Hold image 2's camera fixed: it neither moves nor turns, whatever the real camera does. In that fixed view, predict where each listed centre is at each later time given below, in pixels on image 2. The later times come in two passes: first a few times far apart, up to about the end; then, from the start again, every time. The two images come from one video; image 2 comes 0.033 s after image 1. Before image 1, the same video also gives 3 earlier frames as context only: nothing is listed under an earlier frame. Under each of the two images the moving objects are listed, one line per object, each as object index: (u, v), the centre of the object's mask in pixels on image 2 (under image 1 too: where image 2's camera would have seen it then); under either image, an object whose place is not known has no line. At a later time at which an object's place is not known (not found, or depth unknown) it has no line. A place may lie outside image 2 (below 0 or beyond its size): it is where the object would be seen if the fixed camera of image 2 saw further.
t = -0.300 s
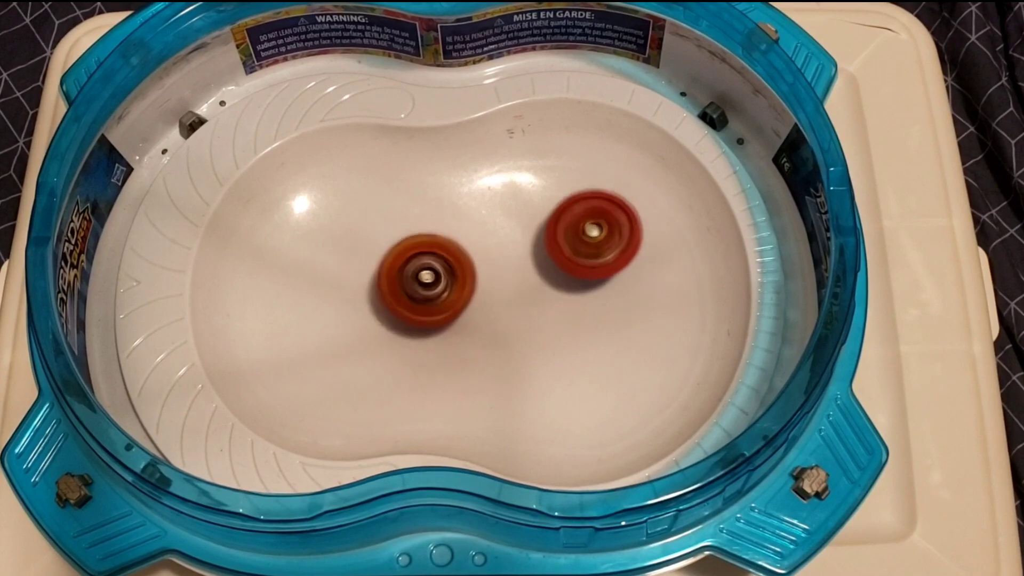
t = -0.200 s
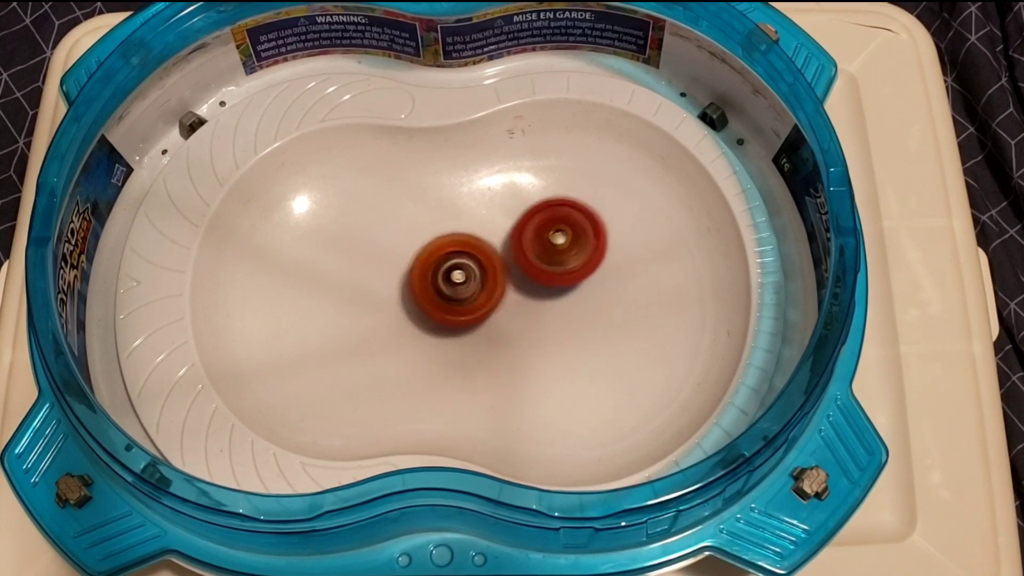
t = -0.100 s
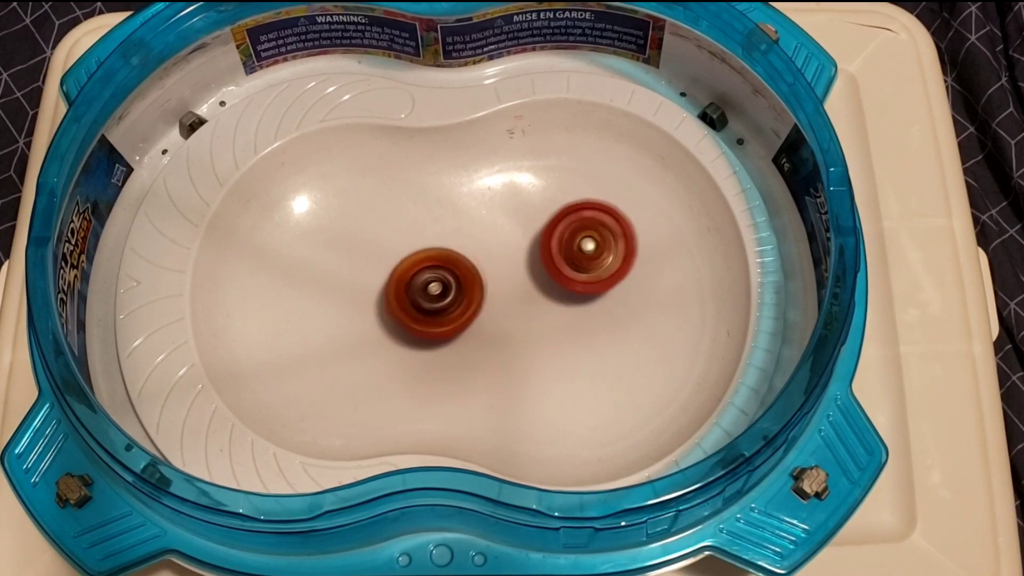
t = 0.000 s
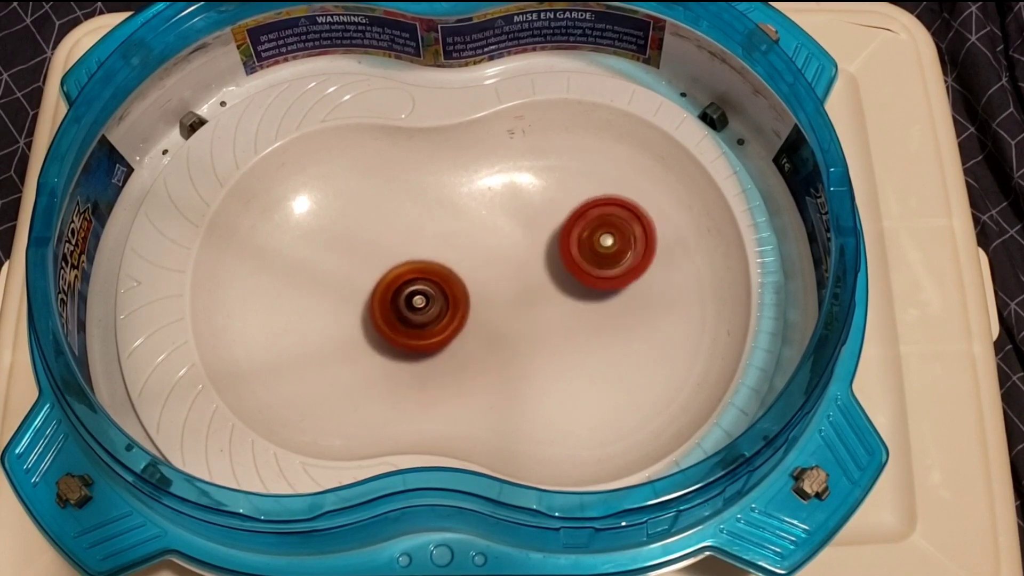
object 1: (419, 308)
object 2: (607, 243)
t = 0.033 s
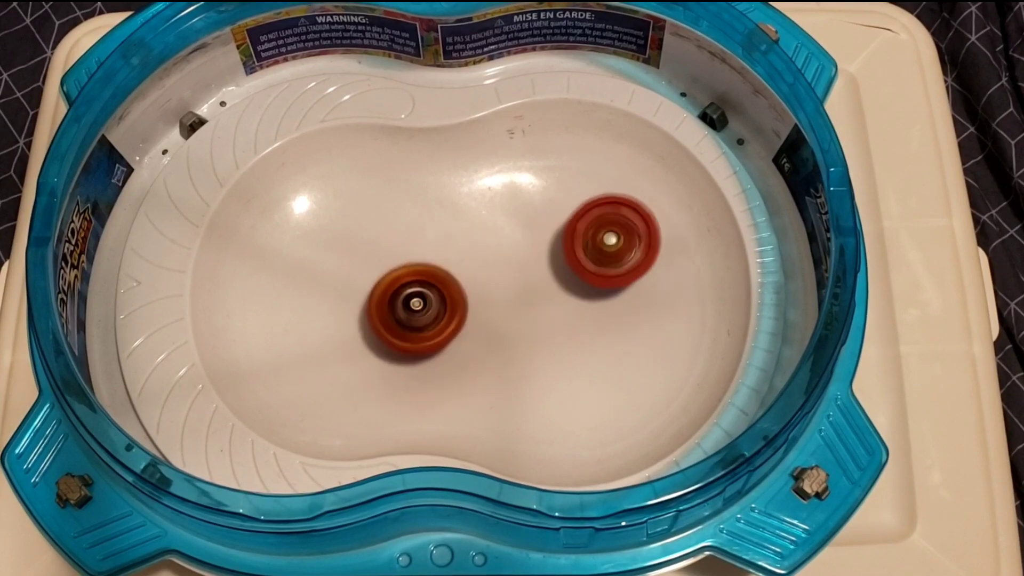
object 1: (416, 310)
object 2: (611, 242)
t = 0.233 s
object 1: (418, 316)
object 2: (609, 253)
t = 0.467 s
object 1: (434, 295)
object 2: (569, 303)
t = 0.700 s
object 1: (440, 268)
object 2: (548, 361)
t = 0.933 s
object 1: (448, 263)
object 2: (562, 356)
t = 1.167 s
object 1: (458, 260)
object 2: (609, 302)
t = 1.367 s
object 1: (407, 247)
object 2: (655, 236)
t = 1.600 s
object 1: (371, 264)
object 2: (581, 219)
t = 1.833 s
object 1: (392, 302)
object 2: (497, 302)
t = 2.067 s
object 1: (360, 314)
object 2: (553, 376)
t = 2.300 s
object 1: (349, 296)
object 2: (620, 343)
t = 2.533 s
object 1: (336, 270)
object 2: (593, 248)
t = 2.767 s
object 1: (338, 266)
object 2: (515, 219)
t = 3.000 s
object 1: (357, 277)
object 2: (463, 251)
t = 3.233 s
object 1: (351, 306)
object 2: (516, 317)
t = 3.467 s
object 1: (383, 321)
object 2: (614, 360)
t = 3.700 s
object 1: (448, 317)
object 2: (643, 303)
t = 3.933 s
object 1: (484, 304)
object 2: (599, 239)
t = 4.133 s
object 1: (460, 300)
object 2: (576, 202)
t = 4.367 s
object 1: (449, 281)
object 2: (542, 240)
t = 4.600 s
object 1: (353, 278)
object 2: (606, 305)
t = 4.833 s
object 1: (291, 272)
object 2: (612, 336)
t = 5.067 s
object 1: (317, 295)
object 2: (556, 327)
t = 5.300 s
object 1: (399, 289)
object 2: (502, 273)
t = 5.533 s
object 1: (436, 297)
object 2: (581, 227)
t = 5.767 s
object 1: (500, 313)
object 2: (629, 237)
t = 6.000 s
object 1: (536, 340)
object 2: (622, 288)
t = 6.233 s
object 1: (473, 347)
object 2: (617, 308)
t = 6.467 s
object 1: (416, 255)
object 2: (545, 294)
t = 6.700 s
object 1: (315, 177)
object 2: (495, 242)
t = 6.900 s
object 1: (287, 258)
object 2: (472, 229)
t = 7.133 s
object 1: (401, 349)
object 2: (475, 284)
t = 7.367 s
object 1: (528, 418)
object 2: (550, 325)
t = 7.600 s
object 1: (651, 372)
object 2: (629, 310)
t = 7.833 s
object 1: (563, 336)
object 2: (630, 186)
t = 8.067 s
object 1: (460, 296)
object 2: (572, 248)
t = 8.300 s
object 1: (415, 222)
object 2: (585, 269)
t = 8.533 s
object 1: (386, 212)
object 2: (555, 266)
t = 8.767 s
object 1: (369, 293)
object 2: (553, 266)
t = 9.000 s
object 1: (360, 355)
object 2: (575, 271)
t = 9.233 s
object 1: (363, 339)
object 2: (571, 271)
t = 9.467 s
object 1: (395, 272)
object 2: (555, 266)
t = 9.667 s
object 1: (445, 251)
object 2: (552, 266)
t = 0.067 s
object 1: (416, 312)
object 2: (614, 241)
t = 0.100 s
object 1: (415, 314)
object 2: (615, 242)
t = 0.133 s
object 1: (415, 316)
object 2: (615, 243)
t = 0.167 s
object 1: (416, 316)
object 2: (614, 245)
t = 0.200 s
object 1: (417, 316)
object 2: (612, 249)
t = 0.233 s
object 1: (418, 316)
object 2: (609, 253)
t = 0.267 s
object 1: (420, 315)
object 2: (605, 258)
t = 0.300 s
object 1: (424, 312)
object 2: (600, 263)
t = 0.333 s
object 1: (426, 311)
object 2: (595, 269)
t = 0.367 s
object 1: (429, 307)
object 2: (588, 277)
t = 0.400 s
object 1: (431, 304)
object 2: (581, 286)
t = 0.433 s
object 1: (433, 300)
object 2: (576, 295)
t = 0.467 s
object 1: (434, 295)
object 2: (569, 303)
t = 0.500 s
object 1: (436, 291)
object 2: (564, 313)
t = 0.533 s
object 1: (437, 286)
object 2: (558, 322)
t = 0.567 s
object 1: (439, 282)
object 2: (554, 331)
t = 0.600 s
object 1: (439, 278)
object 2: (551, 339)
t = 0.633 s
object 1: (440, 274)
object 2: (549, 347)
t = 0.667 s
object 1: (440, 271)
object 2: (548, 355)
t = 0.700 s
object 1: (440, 268)
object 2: (548, 361)
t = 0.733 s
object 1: (440, 266)
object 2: (549, 365)
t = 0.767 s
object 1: (441, 264)
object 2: (550, 368)
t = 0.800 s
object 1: (441, 262)
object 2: (553, 369)
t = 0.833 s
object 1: (442, 261)
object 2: (555, 368)
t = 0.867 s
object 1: (443, 261)
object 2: (557, 365)
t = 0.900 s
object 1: (445, 262)
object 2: (560, 361)
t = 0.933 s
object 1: (448, 263)
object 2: (562, 356)
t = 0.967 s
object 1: (451, 265)
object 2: (565, 348)
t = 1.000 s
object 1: (456, 268)
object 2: (567, 338)
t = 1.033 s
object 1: (462, 270)
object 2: (568, 327)
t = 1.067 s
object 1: (468, 273)
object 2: (567, 316)
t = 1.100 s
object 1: (470, 272)
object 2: (573, 311)
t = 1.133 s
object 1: (463, 265)
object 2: (592, 308)
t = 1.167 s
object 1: (458, 260)
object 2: (609, 302)
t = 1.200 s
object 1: (451, 257)
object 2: (624, 292)
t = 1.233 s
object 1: (442, 254)
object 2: (636, 282)
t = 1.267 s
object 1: (433, 251)
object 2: (645, 270)
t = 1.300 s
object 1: (424, 249)
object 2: (652, 259)
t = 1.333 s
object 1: (415, 247)
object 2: (655, 247)
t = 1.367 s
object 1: (407, 247)
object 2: (655, 236)
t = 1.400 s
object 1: (399, 247)
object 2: (650, 226)
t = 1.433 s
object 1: (392, 249)
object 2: (643, 218)
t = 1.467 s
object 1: (385, 251)
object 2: (635, 213)
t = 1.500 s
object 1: (380, 253)
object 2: (623, 210)
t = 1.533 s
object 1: (376, 256)
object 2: (610, 210)
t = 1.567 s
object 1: (373, 259)
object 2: (596, 214)
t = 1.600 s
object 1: (371, 264)
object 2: (581, 219)
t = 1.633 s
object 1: (370, 268)
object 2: (567, 227)
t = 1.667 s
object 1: (370, 273)
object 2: (552, 239)
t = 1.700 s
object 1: (372, 279)
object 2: (538, 251)
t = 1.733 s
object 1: (375, 285)
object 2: (525, 265)
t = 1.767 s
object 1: (380, 290)
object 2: (515, 278)
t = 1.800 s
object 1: (385, 296)
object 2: (506, 290)
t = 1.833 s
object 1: (392, 302)
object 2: (497, 302)
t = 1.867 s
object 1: (388, 305)
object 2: (499, 317)
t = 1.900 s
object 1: (380, 309)
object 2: (507, 330)
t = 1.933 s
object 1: (374, 312)
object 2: (514, 339)
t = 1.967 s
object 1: (369, 314)
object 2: (522, 349)
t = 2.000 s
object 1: (365, 315)
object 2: (533, 360)
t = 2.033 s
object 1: (362, 315)
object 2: (543, 370)
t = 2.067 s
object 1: (360, 314)
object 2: (553, 376)
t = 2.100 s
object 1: (358, 313)
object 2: (564, 380)
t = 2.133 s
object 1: (357, 312)
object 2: (576, 380)
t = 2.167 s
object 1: (356, 310)
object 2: (588, 378)
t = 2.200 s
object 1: (354, 307)
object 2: (598, 372)
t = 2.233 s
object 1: (352, 303)
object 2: (607, 364)
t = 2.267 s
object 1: (351, 300)
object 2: (614, 355)
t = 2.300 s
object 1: (349, 296)
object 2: (620, 343)
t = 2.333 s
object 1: (347, 292)
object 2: (621, 329)
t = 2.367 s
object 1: (345, 288)
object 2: (621, 316)
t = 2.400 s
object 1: (343, 283)
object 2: (620, 302)
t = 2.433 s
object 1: (341, 280)
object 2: (616, 287)
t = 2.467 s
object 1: (339, 276)
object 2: (609, 273)
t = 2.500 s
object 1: (337, 273)
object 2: (601, 260)
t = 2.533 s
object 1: (336, 270)
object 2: (593, 248)
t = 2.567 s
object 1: (335, 268)
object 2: (582, 237)
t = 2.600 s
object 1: (334, 267)
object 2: (570, 229)
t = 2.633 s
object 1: (334, 267)
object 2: (558, 223)
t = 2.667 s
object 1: (335, 266)
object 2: (548, 218)
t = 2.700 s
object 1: (335, 266)
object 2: (537, 217)
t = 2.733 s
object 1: (336, 266)
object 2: (526, 218)
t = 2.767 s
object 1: (338, 266)
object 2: (515, 219)
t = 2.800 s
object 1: (340, 267)
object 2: (504, 220)
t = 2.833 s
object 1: (343, 268)
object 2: (493, 223)
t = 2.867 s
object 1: (346, 268)
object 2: (483, 227)
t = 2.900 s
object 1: (349, 269)
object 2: (475, 230)
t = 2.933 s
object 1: (354, 271)
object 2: (466, 236)
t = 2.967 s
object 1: (359, 273)
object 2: (460, 242)
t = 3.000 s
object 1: (357, 277)
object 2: (463, 251)
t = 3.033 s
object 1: (353, 281)
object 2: (466, 258)
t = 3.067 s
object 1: (351, 286)
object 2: (471, 266)
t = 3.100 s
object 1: (349, 290)
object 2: (478, 275)
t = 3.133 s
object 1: (348, 295)
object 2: (486, 285)
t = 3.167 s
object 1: (348, 299)
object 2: (494, 295)
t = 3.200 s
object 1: (349, 303)
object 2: (504, 306)
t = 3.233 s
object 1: (351, 306)
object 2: (516, 317)
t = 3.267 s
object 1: (353, 309)
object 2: (527, 327)
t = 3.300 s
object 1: (356, 313)
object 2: (541, 339)
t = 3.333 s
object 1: (360, 315)
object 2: (557, 349)
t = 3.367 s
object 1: (365, 317)
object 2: (572, 355)
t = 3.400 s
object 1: (371, 319)
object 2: (587, 360)
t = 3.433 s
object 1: (377, 320)
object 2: (602, 361)
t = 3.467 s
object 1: (383, 321)
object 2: (614, 360)
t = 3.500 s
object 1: (391, 322)
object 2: (626, 356)
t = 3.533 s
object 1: (400, 323)
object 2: (636, 351)
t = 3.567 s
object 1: (409, 323)
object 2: (643, 342)
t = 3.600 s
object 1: (418, 322)
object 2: (646, 334)
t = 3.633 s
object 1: (428, 321)
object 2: (648, 324)
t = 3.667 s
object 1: (438, 319)
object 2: (647, 314)
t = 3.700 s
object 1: (448, 317)
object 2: (643, 303)
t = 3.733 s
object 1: (458, 314)
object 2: (637, 293)
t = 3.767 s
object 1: (468, 312)
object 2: (627, 283)
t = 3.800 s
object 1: (478, 309)
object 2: (616, 274)
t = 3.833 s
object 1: (490, 306)
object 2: (605, 266)
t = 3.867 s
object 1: (498, 303)
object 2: (592, 258)
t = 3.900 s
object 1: (491, 302)
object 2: (597, 249)
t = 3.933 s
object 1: (484, 304)
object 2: (599, 239)
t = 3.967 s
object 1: (480, 304)
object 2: (596, 229)
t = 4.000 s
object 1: (475, 303)
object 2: (594, 220)
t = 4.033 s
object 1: (469, 303)
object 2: (590, 213)
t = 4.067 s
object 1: (466, 302)
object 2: (586, 207)
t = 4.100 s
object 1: (462, 301)
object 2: (582, 205)
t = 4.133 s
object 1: (460, 300)
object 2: (576, 202)
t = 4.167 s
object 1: (458, 297)
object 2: (571, 203)
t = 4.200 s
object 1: (455, 294)
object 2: (566, 204)
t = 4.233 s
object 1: (453, 292)
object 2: (560, 208)
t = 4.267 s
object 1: (451, 289)
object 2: (556, 214)
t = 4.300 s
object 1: (450, 287)
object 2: (550, 221)
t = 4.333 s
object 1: (450, 285)
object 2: (546, 230)
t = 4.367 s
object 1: (449, 281)
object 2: (542, 240)
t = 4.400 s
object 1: (434, 282)
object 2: (553, 252)
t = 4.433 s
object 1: (417, 284)
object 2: (566, 261)
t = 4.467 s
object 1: (401, 287)
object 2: (573, 272)
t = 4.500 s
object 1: (389, 287)
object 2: (583, 278)
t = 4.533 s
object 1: (376, 285)
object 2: (592, 290)
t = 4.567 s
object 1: (366, 282)
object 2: (599, 297)
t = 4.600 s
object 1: (353, 278)
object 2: (606, 305)
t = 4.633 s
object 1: (342, 275)
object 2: (612, 312)
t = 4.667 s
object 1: (332, 271)
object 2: (615, 317)
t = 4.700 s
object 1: (322, 269)
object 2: (618, 323)
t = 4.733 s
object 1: (313, 267)
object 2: (619, 327)
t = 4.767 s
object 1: (303, 269)
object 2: (618, 332)
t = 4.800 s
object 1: (296, 269)
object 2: (616, 334)
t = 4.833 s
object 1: (291, 272)
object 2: (612, 336)
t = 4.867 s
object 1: (288, 275)
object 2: (608, 337)
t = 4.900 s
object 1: (287, 280)
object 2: (600, 338)
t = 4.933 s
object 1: (289, 283)
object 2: (593, 337)
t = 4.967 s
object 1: (293, 288)
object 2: (583, 336)
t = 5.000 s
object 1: (300, 291)
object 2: (575, 334)
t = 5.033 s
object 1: (307, 293)
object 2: (564, 331)
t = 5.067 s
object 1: (317, 295)
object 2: (556, 327)
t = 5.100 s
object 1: (328, 295)
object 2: (547, 322)
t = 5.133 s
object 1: (339, 293)
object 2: (539, 318)
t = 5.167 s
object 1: (349, 292)
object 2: (530, 310)
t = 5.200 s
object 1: (361, 290)
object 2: (522, 303)
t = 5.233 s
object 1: (374, 289)
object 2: (515, 293)
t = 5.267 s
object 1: (386, 288)
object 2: (507, 284)
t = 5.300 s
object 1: (399, 289)
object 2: (502, 273)
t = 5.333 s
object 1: (403, 288)
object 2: (509, 269)
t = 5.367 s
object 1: (405, 288)
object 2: (525, 253)
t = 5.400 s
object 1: (410, 289)
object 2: (533, 242)
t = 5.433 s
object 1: (416, 291)
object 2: (546, 236)
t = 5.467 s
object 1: (421, 292)
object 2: (557, 233)
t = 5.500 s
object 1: (428, 295)
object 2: (569, 229)
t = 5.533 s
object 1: (436, 297)
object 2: (581, 227)
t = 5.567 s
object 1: (444, 299)
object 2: (593, 225)
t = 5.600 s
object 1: (452, 301)
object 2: (603, 225)
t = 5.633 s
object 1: (461, 303)
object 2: (612, 224)
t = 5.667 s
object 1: (470, 306)
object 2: (620, 227)
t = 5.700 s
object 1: (480, 308)
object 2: (624, 229)
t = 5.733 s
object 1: (491, 310)
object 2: (628, 233)
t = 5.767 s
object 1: (500, 313)
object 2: (629, 237)
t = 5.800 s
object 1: (512, 315)
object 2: (629, 244)
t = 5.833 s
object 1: (525, 318)
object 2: (627, 251)
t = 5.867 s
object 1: (537, 321)
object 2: (622, 260)
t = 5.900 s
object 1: (538, 324)
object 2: (625, 267)
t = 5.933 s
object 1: (535, 330)
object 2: (628, 276)
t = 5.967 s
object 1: (534, 334)
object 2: (624, 283)
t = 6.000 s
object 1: (536, 340)
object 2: (622, 288)
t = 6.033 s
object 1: (523, 347)
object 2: (634, 292)
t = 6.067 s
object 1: (508, 354)
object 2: (636, 302)
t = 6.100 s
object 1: (500, 357)
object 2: (631, 303)
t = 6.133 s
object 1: (493, 358)
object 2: (631, 302)
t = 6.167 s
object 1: (485, 357)
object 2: (631, 304)
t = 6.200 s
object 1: (479, 354)
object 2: (626, 307)
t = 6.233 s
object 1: (473, 347)
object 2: (617, 308)
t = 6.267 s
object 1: (469, 339)
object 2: (609, 307)
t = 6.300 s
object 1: (465, 329)
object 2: (601, 307)
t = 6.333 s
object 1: (456, 317)
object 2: (589, 307)
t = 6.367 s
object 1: (446, 303)
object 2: (576, 304)
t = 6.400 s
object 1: (435, 286)
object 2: (565, 300)
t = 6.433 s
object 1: (425, 271)
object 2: (556, 297)
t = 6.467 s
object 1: (416, 255)
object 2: (545, 294)
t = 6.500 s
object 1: (404, 240)
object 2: (533, 288)
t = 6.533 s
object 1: (391, 224)
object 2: (523, 280)
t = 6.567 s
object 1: (378, 208)
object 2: (518, 273)
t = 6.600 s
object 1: (364, 195)
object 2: (510, 267)
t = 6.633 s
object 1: (349, 183)
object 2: (502, 258)
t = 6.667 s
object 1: (331, 177)
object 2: (498, 248)
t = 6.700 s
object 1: (315, 177)
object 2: (495, 242)
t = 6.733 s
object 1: (300, 182)
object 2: (489, 237)
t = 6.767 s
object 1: (288, 193)
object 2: (484, 231)
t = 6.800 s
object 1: (282, 206)
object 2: (481, 227)
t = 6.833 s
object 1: (279, 224)
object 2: (479, 225)
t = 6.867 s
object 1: (281, 243)
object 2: (477, 226)
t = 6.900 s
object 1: (287, 258)
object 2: (472, 229)
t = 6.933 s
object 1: (299, 275)
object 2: (470, 231)
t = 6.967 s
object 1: (312, 290)
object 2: (472, 236)
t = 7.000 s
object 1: (327, 305)
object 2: (472, 246)
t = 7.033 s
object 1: (344, 317)
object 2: (469, 255)
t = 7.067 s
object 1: (361, 328)
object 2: (470, 262)
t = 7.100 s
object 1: (380, 339)
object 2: (473, 272)
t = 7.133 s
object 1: (401, 349)
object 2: (475, 284)
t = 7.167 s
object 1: (415, 365)
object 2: (485, 290)
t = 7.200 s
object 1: (427, 376)
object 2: (503, 295)
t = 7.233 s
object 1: (443, 387)
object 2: (514, 305)
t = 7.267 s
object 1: (461, 397)
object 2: (519, 312)
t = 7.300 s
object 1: (480, 406)
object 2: (527, 317)
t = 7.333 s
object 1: (504, 414)
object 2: (536, 320)
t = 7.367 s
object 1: (528, 418)
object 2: (550, 325)
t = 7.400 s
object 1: (557, 421)
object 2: (562, 334)
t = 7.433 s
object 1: (577, 427)
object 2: (575, 334)
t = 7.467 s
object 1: (595, 424)
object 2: (592, 329)
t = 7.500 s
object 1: (613, 415)
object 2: (607, 325)
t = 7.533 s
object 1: (631, 402)
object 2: (620, 324)
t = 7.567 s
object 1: (645, 385)
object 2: (625, 318)
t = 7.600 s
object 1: (651, 372)
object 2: (629, 310)
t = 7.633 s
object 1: (645, 359)
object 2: (643, 294)
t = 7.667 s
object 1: (626, 360)
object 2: (665, 278)
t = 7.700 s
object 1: (613, 354)
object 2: (676, 252)
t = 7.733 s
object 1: (600, 348)
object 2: (677, 226)
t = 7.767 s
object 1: (587, 345)
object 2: (668, 207)
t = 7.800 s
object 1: (575, 342)
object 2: (651, 192)
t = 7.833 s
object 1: (563, 336)
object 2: (630, 186)
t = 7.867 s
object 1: (552, 329)
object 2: (606, 187)
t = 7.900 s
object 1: (539, 322)
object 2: (583, 196)
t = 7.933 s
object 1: (526, 311)
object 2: (565, 213)
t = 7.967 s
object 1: (513, 304)
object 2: (555, 226)
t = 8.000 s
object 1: (494, 309)
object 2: (560, 231)
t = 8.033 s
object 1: (474, 302)
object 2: (566, 239)
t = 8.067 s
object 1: (460, 296)
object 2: (572, 248)
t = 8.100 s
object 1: (451, 287)
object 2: (579, 256)
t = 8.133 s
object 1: (442, 273)
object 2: (585, 264)
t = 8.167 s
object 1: (436, 262)
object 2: (589, 267)
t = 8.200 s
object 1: (432, 254)
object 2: (591, 267)
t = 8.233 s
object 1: (424, 243)
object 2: (590, 267)
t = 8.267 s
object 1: (417, 230)
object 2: (588, 268)
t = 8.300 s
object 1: (415, 222)
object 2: (585, 269)
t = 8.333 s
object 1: (410, 215)
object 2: (582, 270)
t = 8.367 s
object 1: (404, 208)
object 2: (577, 270)
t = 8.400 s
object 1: (401, 205)
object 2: (572, 270)
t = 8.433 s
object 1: (397, 204)
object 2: (568, 269)
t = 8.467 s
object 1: (392, 204)
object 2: (563, 268)
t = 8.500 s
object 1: (389, 207)
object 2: (559, 267)
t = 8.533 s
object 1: (386, 212)
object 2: (555, 266)
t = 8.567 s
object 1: (381, 218)
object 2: (551, 265)
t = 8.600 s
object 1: (381, 228)
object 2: (549, 265)
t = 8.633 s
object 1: (378, 241)
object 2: (548, 264)
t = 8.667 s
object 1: (374, 254)
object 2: (548, 264)
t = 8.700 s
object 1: (374, 266)
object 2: (549, 265)
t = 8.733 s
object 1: (372, 278)
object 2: (551, 266)
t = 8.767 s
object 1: (369, 293)
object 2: (553, 266)
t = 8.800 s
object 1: (368, 305)
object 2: (556, 267)
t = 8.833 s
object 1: (366, 316)
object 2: (559, 267)
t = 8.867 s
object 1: (362, 328)
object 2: (562, 268)
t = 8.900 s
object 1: (363, 337)
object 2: (565, 269)
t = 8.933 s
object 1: (360, 346)
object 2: (569, 269)
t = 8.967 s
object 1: (357, 353)
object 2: (572, 270)
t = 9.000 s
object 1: (360, 355)
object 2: (575, 271)
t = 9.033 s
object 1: (358, 358)
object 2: (577, 271)
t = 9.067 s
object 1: (358, 359)
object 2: (578, 271)
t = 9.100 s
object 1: (359, 356)
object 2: (578, 271)
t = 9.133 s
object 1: (358, 354)
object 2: (578, 271)
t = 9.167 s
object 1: (359, 350)
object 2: (576, 271)
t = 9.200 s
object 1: (362, 343)
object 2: (574, 271)
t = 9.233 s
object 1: (363, 339)
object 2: (571, 271)
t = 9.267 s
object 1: (363, 329)
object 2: (569, 270)
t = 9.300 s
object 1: (368, 318)
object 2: (566, 269)
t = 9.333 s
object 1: (374, 310)
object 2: (563, 268)
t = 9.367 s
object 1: (376, 301)
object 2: (561, 268)
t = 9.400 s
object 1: (380, 289)
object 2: (559, 267)
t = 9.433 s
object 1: (389, 279)
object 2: (557, 267)
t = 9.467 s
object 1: (395, 272)
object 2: (555, 266)
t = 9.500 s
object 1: (402, 264)
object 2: (554, 266)
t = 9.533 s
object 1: (410, 257)
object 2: (552, 266)
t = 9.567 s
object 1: (418, 253)
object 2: (552, 266)
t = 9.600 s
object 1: (428, 249)
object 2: (551, 266)
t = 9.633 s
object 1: (436, 249)
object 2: (551, 266)
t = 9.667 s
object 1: (445, 251)
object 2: (552, 266)
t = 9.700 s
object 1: (455, 251)
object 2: (552, 266)
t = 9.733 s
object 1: (464, 258)
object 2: (555, 267)
